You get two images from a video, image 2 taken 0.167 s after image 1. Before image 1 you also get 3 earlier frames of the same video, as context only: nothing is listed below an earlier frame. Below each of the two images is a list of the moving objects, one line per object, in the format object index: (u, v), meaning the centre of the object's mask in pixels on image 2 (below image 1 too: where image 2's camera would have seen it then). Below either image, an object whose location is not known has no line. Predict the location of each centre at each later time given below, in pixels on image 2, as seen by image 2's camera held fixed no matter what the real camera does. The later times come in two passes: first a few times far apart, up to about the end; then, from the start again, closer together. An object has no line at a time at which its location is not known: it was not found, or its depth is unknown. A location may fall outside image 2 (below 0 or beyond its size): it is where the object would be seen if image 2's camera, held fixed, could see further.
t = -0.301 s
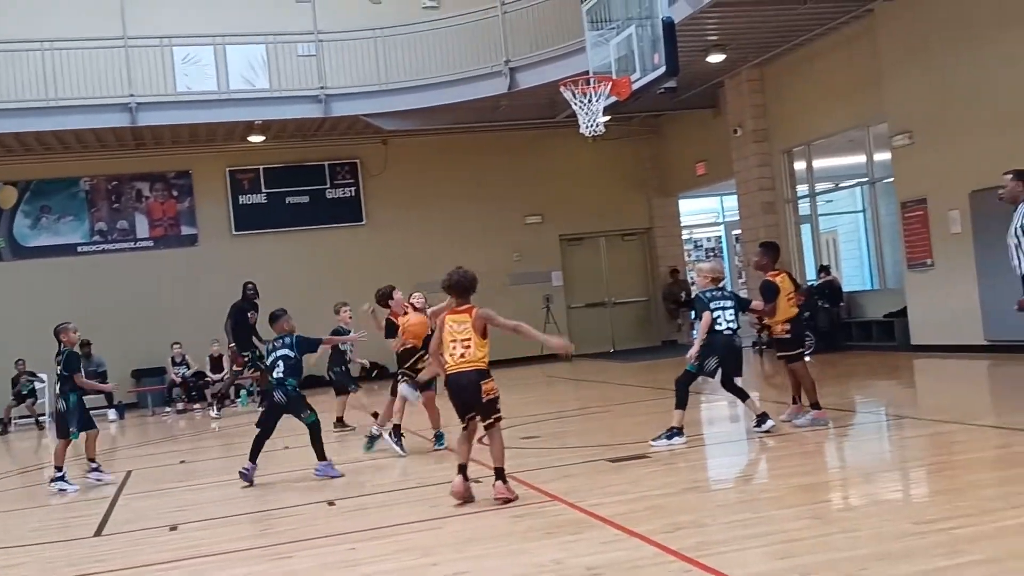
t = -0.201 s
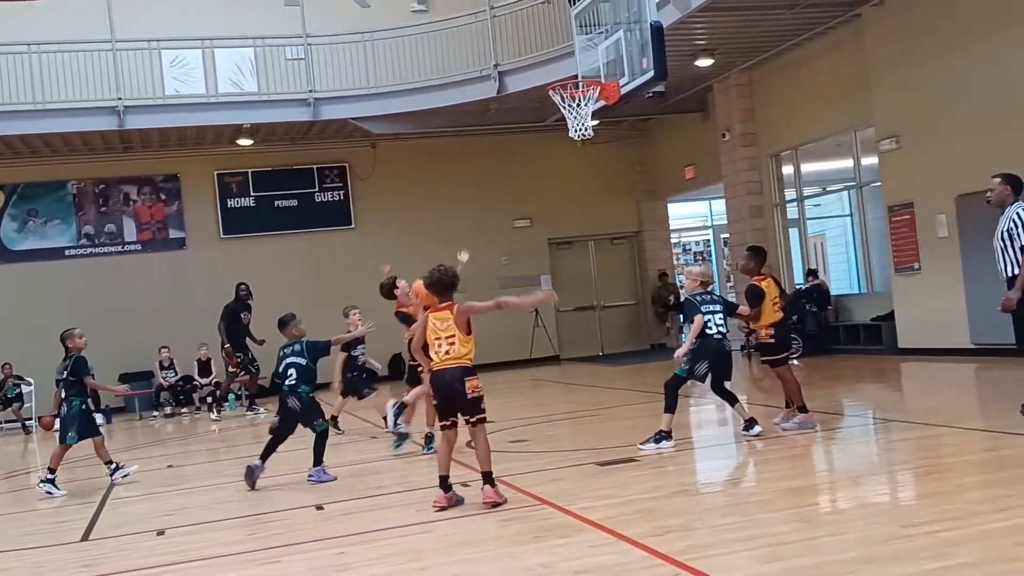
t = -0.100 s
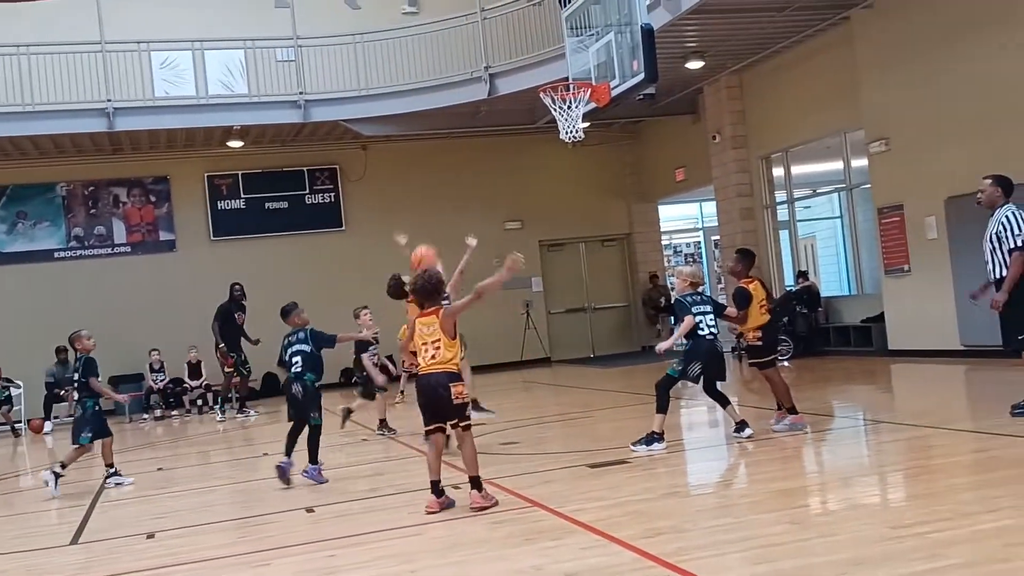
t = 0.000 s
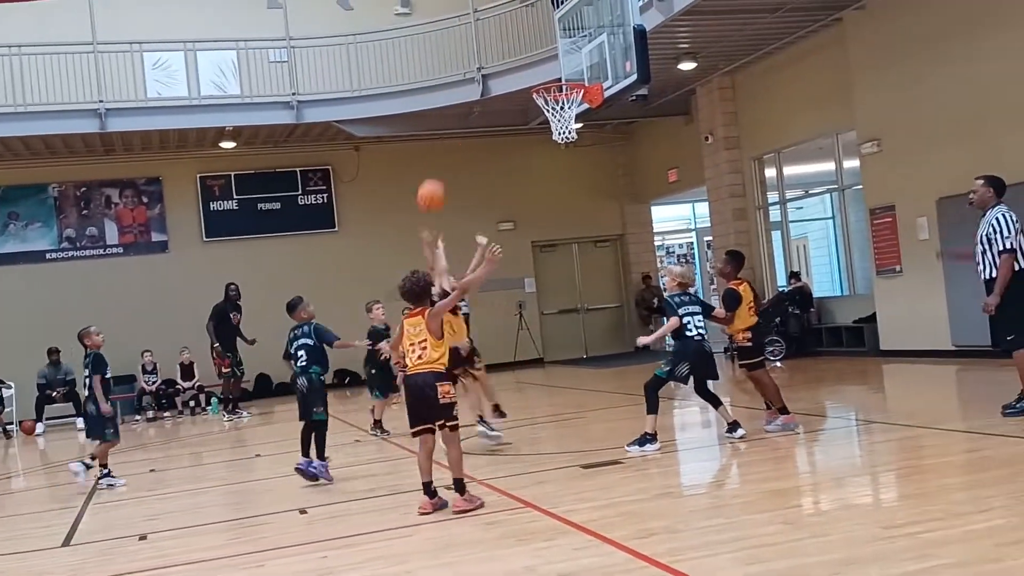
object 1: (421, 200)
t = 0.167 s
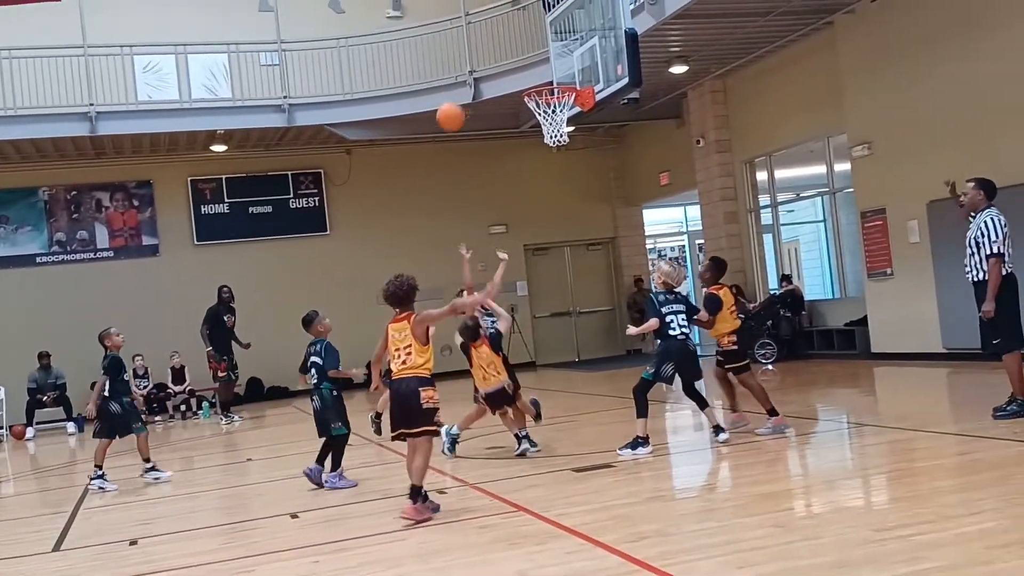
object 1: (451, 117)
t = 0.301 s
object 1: (474, 73)
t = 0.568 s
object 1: (525, 49)
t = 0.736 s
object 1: (562, 74)
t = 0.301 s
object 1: (474, 73)
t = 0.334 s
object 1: (480, 66)
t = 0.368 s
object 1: (486, 59)
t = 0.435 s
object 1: (499, 51)
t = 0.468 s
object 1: (505, 48)
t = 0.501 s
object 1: (512, 47)
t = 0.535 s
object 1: (519, 47)
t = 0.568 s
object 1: (525, 49)
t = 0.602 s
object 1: (533, 52)
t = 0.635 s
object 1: (539, 56)
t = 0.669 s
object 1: (547, 61)
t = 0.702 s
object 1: (554, 68)
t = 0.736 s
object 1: (562, 74)
